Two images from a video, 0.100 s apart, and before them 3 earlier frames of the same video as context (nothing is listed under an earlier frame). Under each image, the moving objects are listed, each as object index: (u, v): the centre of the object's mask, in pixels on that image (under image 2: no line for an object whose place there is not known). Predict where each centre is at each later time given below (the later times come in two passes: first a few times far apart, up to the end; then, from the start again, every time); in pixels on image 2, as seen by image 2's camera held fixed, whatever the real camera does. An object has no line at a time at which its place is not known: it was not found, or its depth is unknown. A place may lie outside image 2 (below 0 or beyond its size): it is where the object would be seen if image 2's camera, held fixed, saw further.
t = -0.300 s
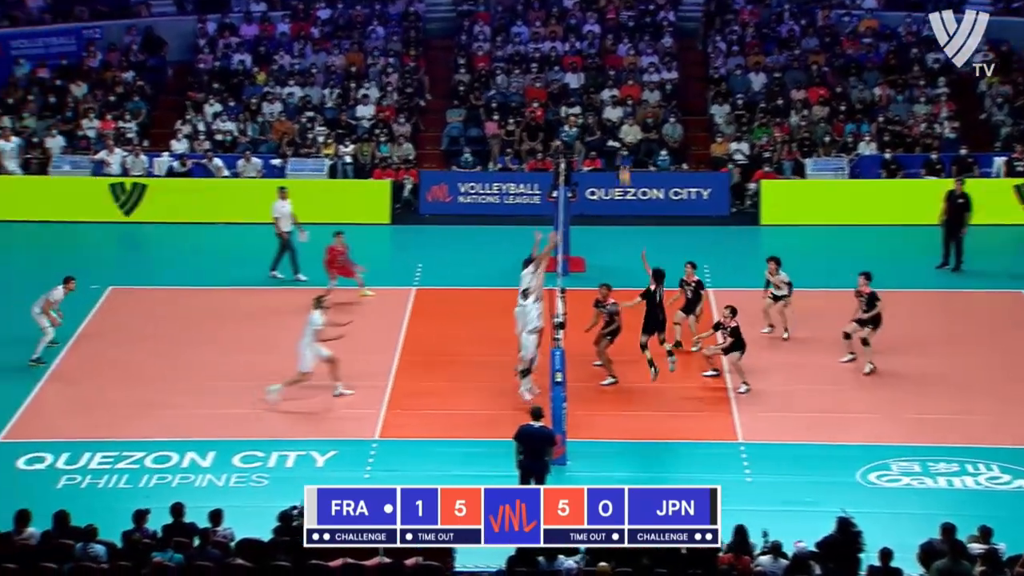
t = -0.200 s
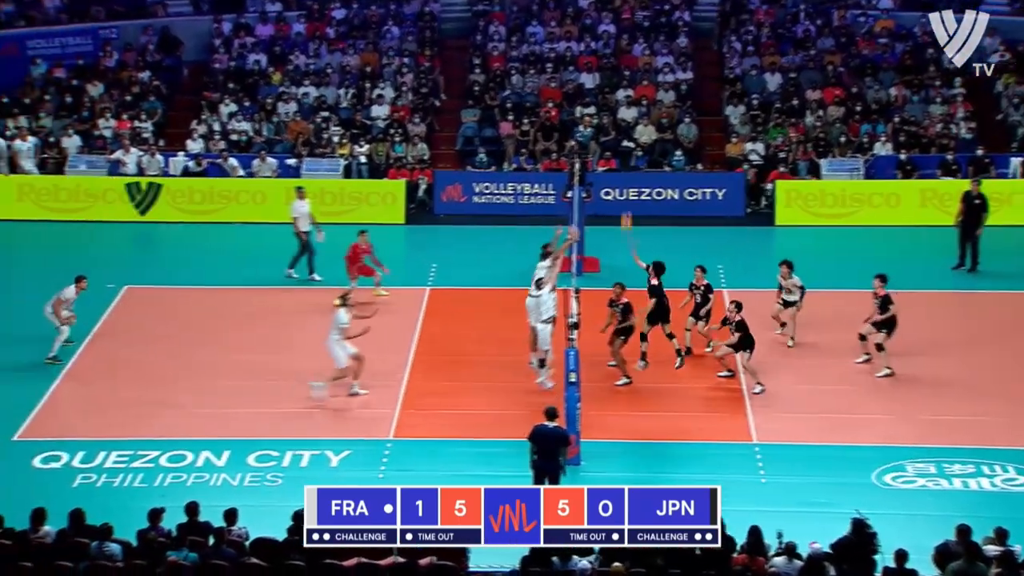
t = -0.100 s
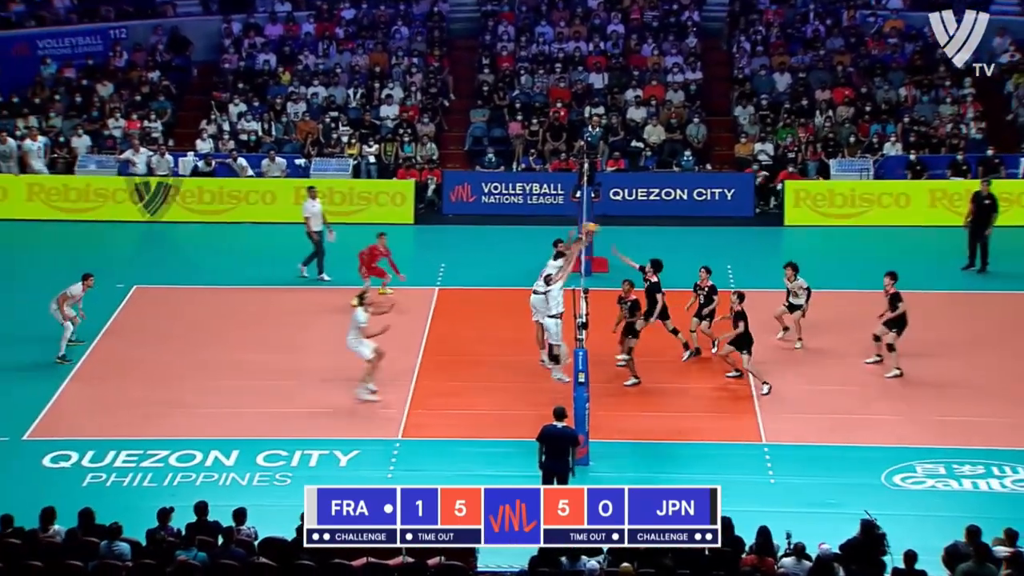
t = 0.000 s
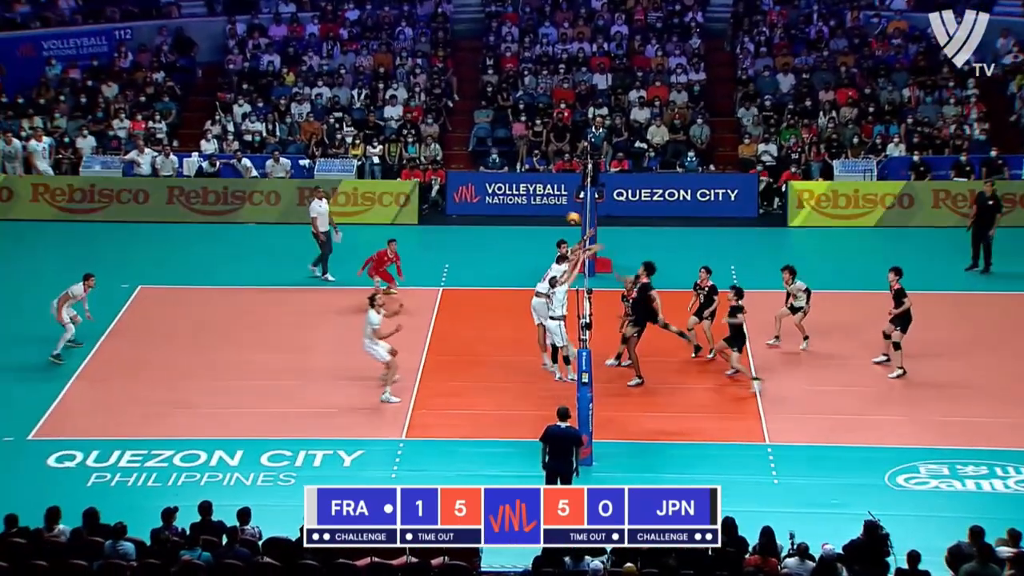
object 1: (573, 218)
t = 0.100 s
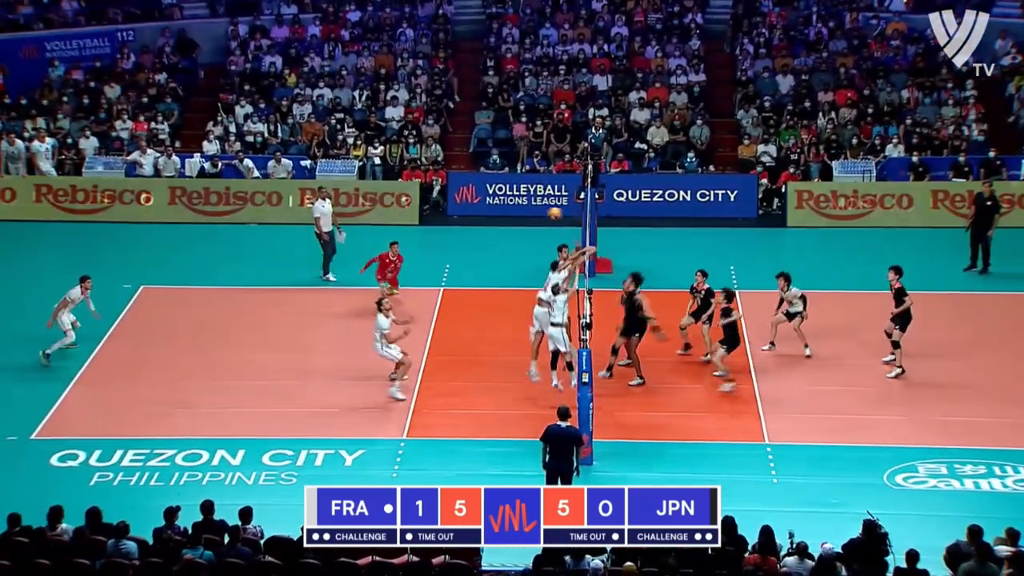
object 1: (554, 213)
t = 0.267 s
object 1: (523, 216)
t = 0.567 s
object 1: (469, 259)
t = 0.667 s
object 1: (452, 283)
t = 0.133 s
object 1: (548, 213)
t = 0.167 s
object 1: (542, 212)
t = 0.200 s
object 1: (536, 213)
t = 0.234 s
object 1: (529, 214)
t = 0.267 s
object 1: (523, 216)
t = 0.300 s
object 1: (517, 218)
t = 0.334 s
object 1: (511, 221)
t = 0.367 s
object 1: (506, 224)
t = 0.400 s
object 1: (499, 229)
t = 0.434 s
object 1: (493, 234)
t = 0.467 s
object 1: (487, 239)
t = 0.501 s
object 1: (481, 245)
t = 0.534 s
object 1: (475, 252)
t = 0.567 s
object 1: (469, 259)
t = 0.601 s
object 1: (464, 266)
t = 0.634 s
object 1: (458, 275)
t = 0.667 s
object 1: (452, 283)
